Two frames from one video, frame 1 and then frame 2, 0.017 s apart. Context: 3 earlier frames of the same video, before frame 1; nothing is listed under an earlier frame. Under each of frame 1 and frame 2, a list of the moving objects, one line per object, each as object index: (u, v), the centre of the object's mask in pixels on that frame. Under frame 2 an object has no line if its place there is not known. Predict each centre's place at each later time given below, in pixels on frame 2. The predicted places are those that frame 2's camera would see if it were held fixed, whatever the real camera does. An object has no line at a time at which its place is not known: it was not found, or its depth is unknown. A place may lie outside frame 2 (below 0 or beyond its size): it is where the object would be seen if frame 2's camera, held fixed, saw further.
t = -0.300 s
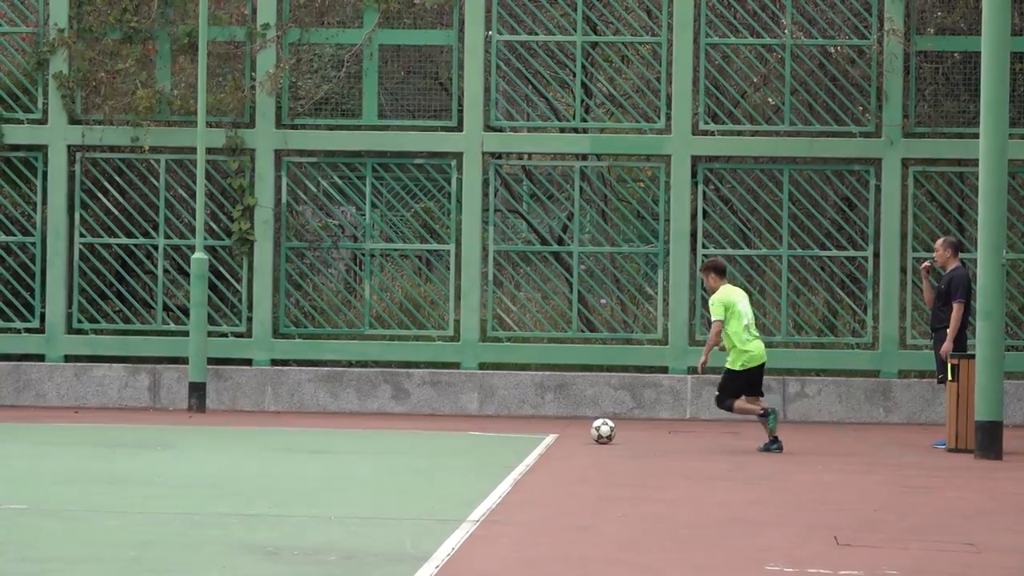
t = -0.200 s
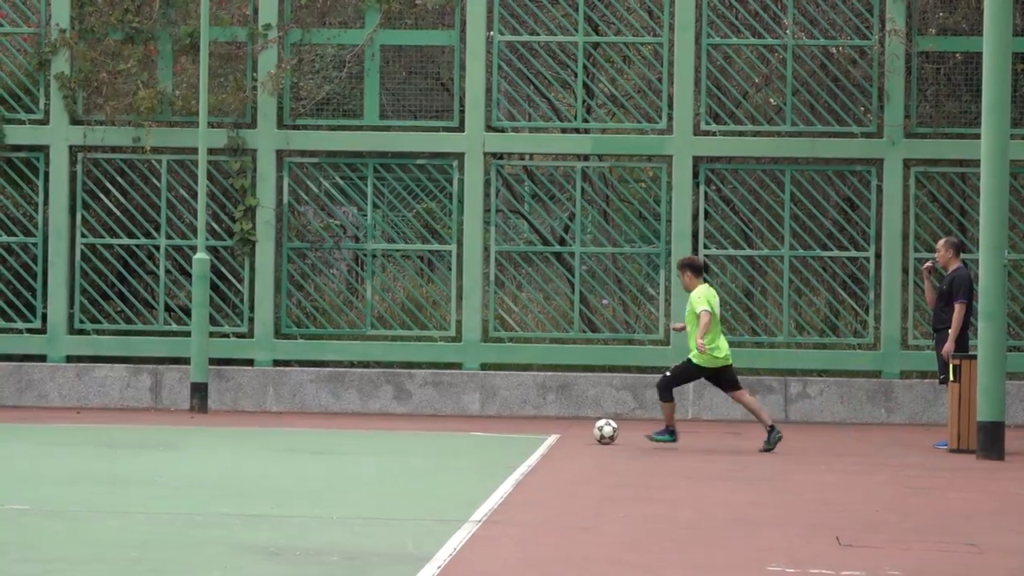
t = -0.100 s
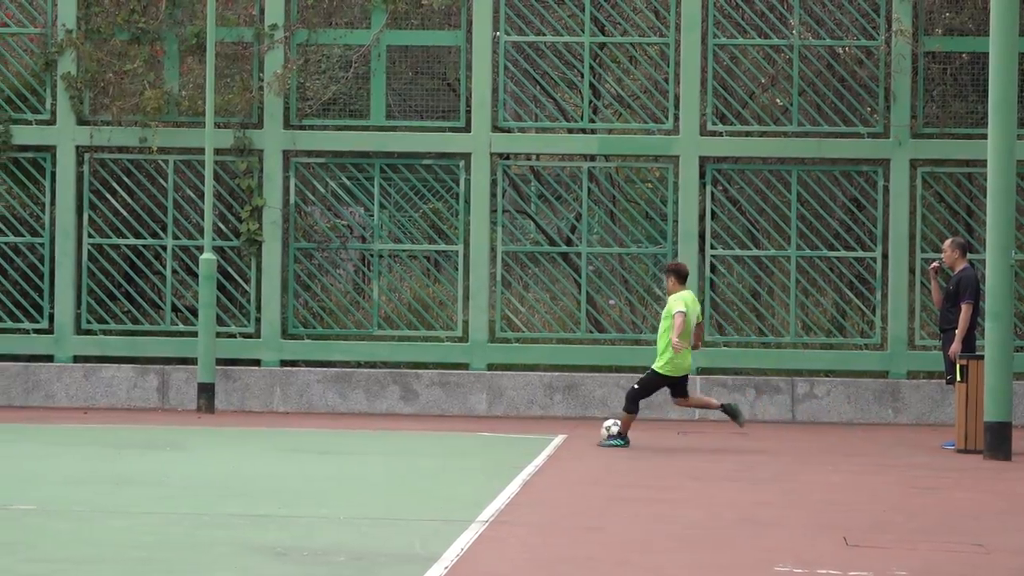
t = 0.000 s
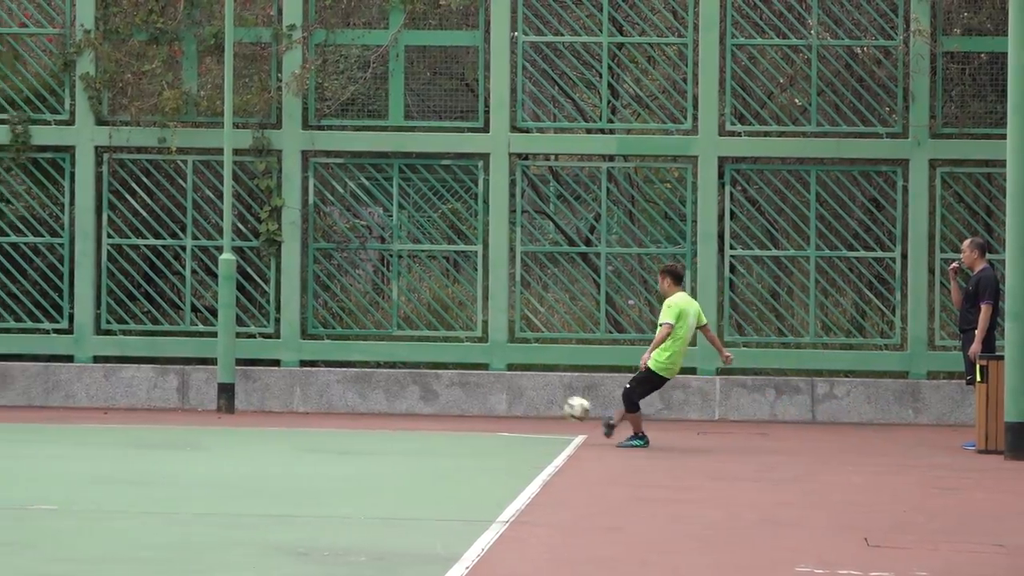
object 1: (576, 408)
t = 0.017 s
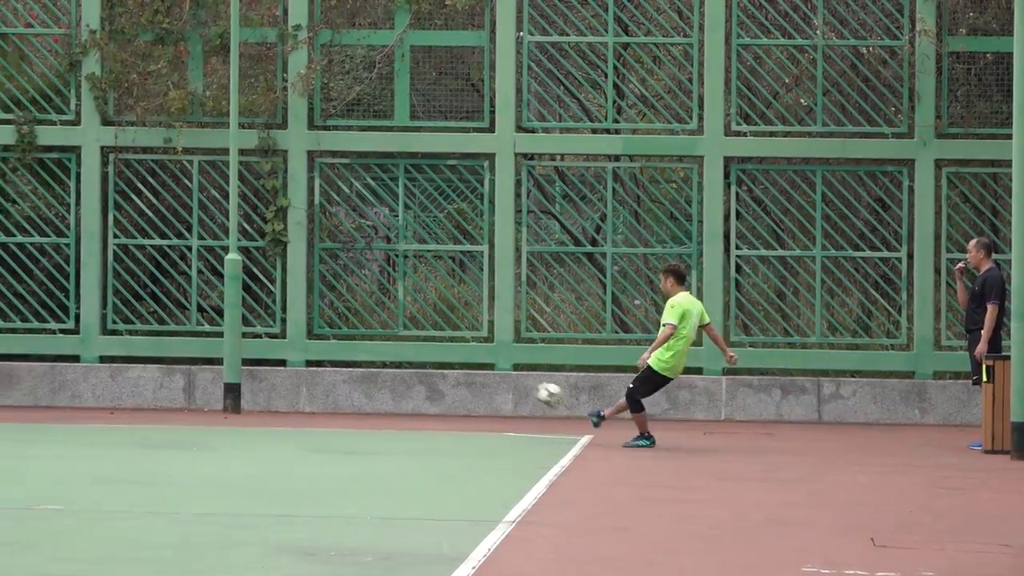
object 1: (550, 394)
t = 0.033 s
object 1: (515, 379)
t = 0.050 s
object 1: (482, 366)
